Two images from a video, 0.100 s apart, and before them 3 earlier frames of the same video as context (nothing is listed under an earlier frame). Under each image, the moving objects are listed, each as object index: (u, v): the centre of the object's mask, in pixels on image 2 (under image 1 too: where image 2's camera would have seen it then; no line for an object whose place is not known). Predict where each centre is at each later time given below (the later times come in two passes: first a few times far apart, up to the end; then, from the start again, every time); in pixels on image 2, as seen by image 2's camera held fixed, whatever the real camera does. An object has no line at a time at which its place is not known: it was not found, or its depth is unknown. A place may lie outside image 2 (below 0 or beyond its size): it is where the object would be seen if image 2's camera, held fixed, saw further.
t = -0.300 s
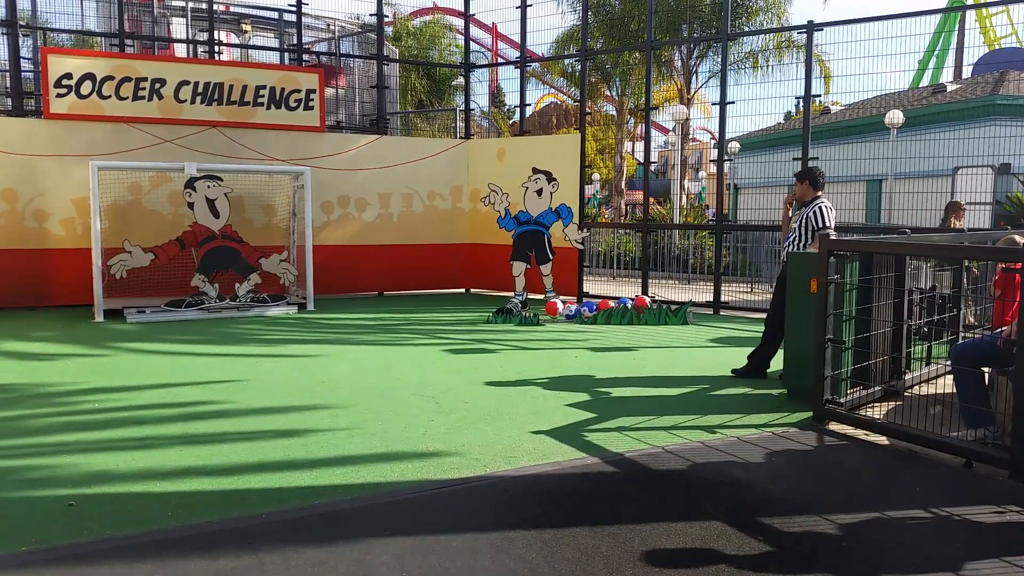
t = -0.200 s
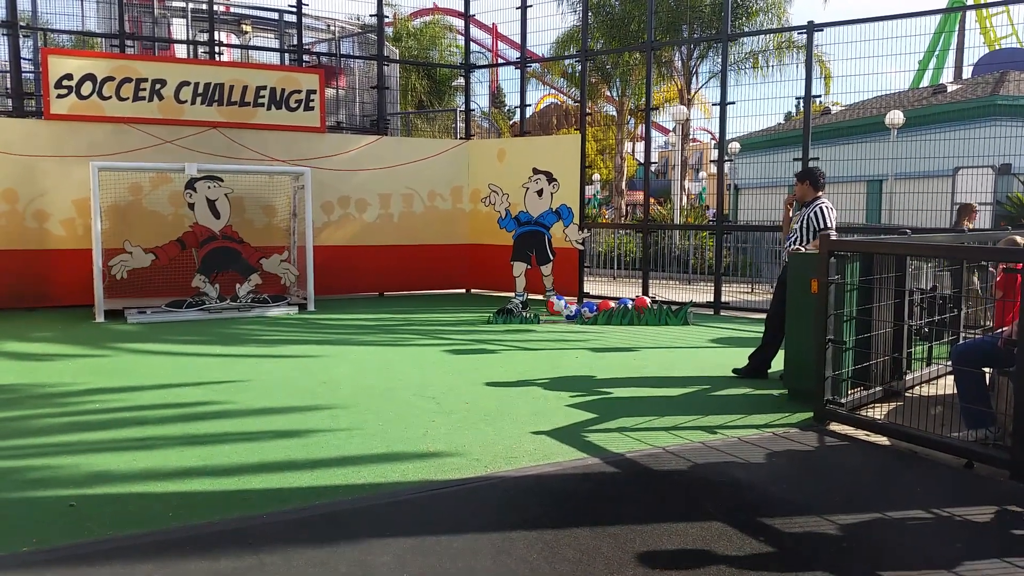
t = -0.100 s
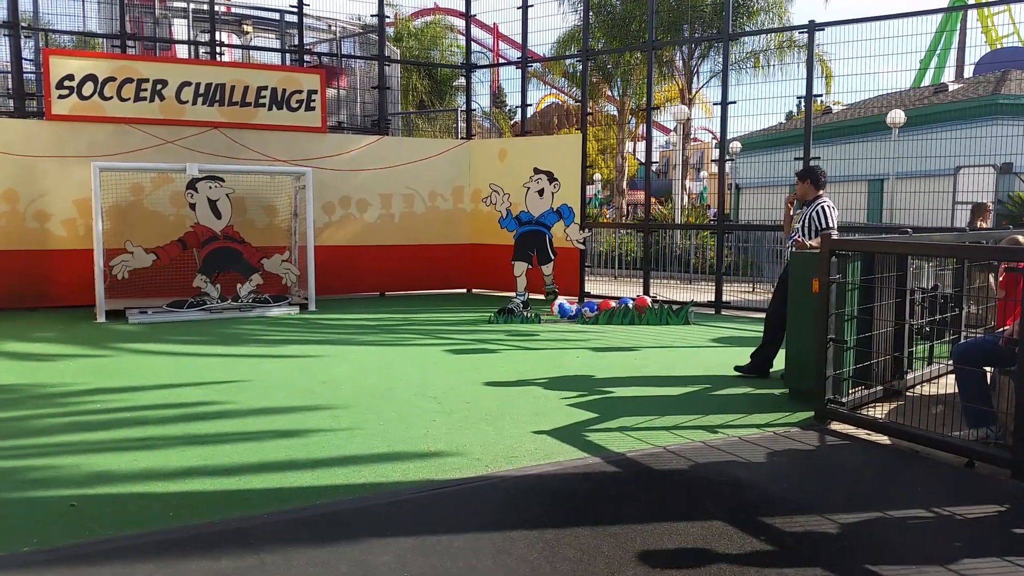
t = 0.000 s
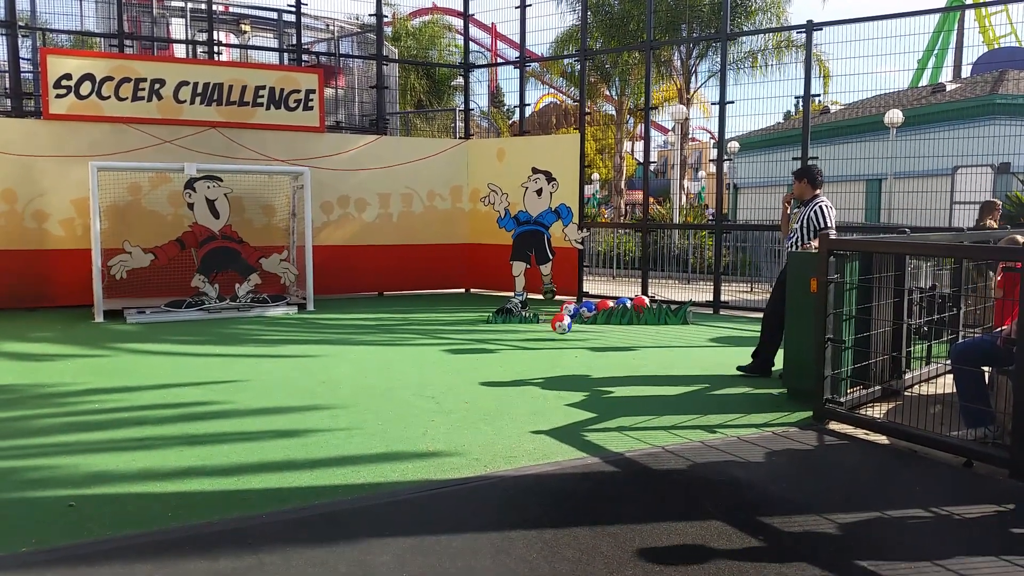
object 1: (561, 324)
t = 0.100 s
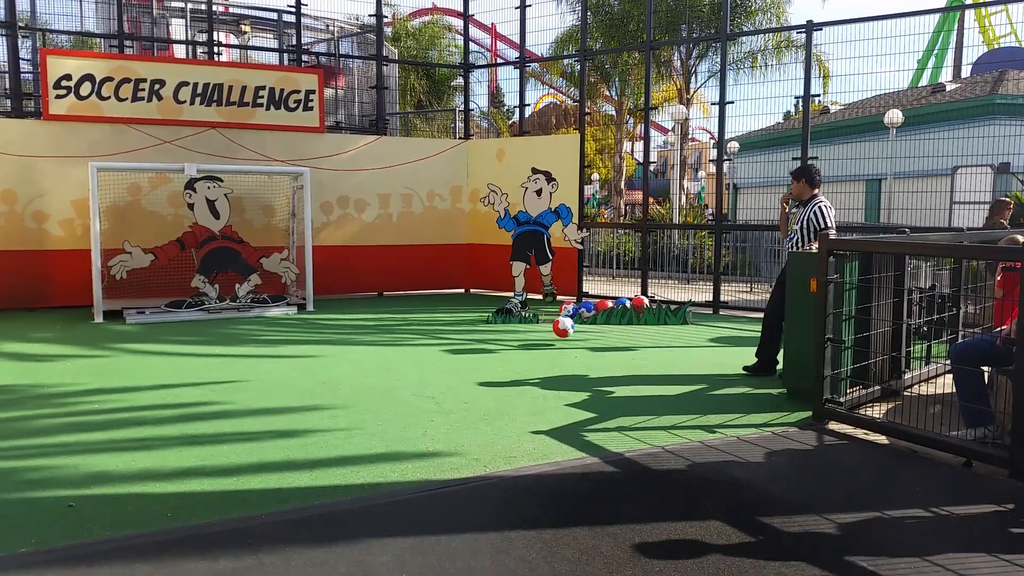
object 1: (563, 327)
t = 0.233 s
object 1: (567, 328)
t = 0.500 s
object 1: (575, 348)
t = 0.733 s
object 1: (585, 368)
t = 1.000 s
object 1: (598, 389)
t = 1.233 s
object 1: (615, 413)
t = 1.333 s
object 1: (623, 427)
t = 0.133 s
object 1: (564, 325)
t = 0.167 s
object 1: (565, 325)
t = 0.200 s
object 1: (566, 326)
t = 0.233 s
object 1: (567, 328)
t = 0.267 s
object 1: (568, 331)
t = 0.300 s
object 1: (568, 335)
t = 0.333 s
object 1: (569, 340)
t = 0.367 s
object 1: (570, 347)
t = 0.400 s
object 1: (571, 346)
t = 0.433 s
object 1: (572, 346)
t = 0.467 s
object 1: (573, 346)
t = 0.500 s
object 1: (575, 348)
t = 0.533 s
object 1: (576, 350)
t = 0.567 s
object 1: (577, 354)
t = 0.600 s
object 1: (578, 360)
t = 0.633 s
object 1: (580, 359)
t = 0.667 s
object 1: (581, 361)
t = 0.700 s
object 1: (583, 364)
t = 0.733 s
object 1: (585, 368)
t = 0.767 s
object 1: (586, 369)
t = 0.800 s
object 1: (587, 371)
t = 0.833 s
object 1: (589, 375)
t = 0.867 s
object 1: (591, 379)
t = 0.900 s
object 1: (593, 379)
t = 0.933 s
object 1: (595, 381)
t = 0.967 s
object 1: (597, 384)
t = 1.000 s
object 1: (598, 389)
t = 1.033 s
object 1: (600, 393)
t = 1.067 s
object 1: (603, 394)
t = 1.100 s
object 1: (605, 398)
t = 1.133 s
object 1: (607, 403)
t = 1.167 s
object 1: (610, 407)
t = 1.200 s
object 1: (613, 410)
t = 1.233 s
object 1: (615, 413)
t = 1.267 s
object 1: (618, 419)
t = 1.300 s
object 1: (621, 423)
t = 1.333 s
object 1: (623, 427)
